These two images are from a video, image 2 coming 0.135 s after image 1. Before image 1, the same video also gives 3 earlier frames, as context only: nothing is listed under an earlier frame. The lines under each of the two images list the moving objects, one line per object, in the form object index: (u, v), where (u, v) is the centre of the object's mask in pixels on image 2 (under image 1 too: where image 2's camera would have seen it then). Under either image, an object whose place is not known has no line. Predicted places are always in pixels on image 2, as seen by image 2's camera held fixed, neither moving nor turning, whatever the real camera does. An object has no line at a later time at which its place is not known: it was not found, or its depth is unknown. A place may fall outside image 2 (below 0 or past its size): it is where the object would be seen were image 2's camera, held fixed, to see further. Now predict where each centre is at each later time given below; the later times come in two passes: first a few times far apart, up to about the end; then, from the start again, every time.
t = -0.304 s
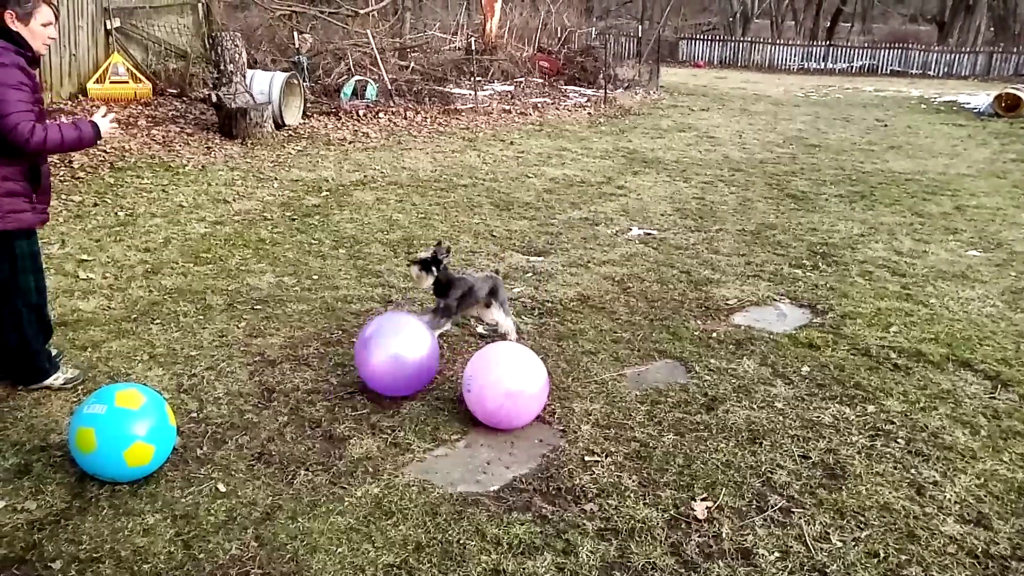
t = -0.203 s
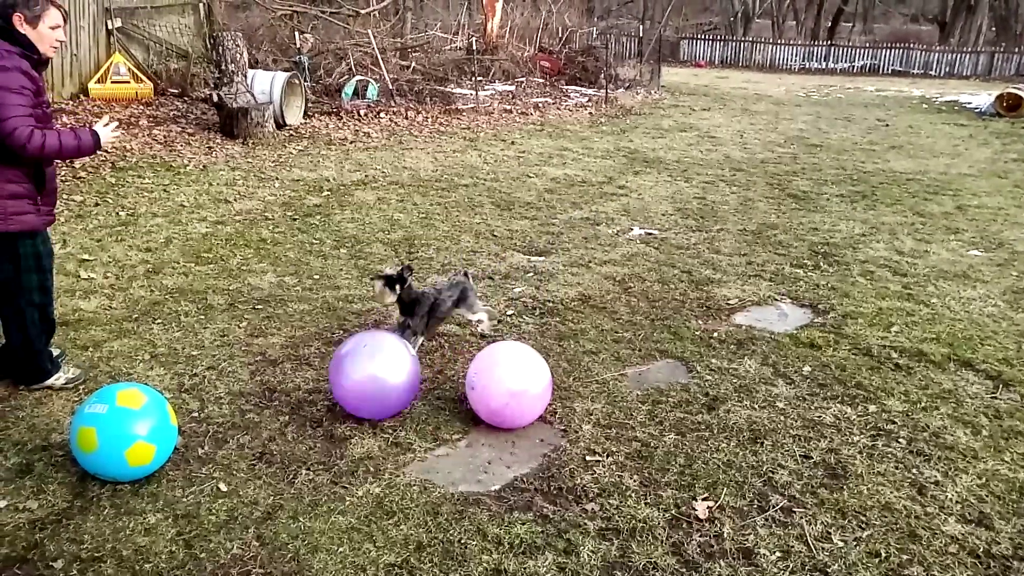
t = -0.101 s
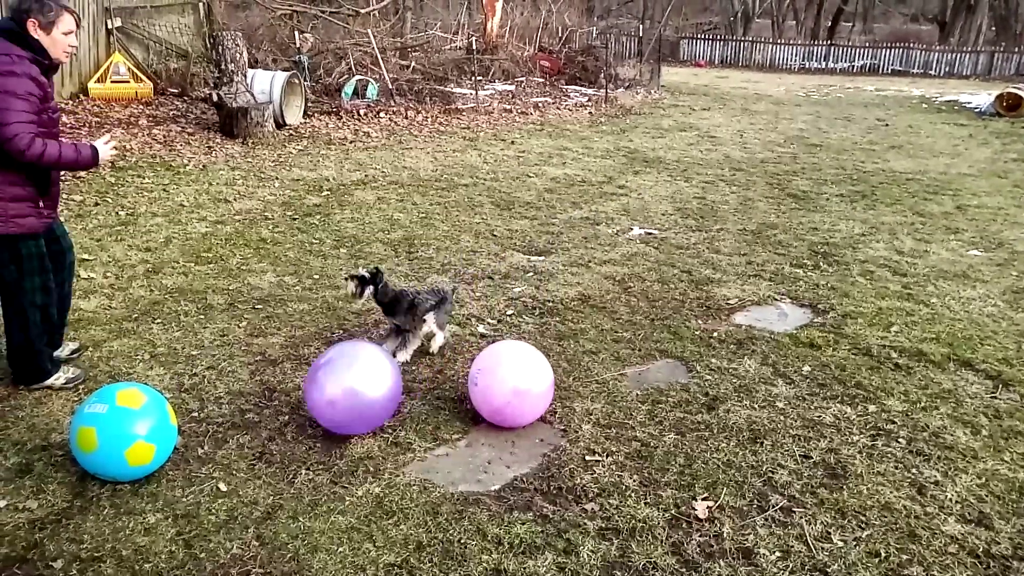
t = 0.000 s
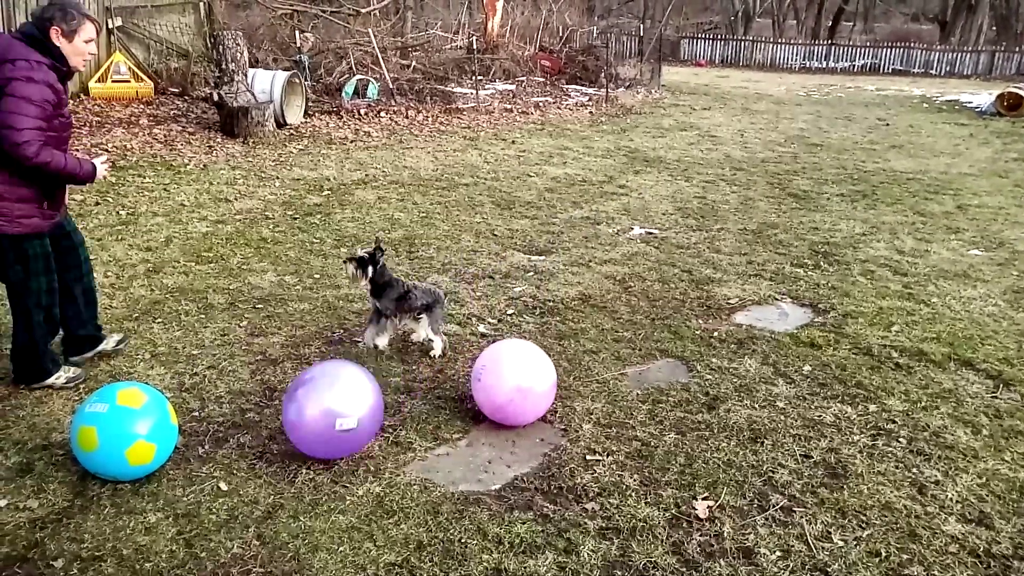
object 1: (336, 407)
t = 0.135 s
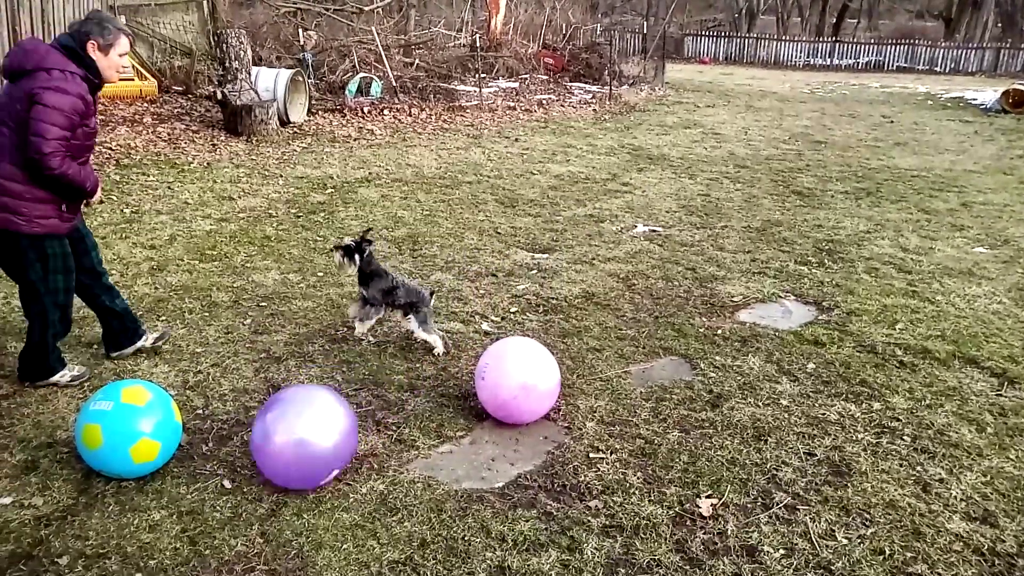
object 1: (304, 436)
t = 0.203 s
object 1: (286, 449)
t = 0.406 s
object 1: (221, 507)
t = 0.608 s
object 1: (163, 553)
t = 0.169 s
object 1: (295, 444)
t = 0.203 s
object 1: (286, 449)
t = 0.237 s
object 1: (277, 457)
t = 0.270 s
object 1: (267, 467)
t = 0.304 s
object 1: (257, 479)
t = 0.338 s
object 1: (245, 486)
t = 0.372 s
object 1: (233, 496)
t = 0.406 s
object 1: (221, 507)
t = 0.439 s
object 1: (210, 515)
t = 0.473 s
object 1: (199, 522)
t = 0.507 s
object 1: (189, 530)
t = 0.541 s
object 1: (179, 539)
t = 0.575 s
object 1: (171, 546)
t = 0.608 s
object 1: (163, 553)
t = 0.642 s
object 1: (155, 556)
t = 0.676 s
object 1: (147, 561)
